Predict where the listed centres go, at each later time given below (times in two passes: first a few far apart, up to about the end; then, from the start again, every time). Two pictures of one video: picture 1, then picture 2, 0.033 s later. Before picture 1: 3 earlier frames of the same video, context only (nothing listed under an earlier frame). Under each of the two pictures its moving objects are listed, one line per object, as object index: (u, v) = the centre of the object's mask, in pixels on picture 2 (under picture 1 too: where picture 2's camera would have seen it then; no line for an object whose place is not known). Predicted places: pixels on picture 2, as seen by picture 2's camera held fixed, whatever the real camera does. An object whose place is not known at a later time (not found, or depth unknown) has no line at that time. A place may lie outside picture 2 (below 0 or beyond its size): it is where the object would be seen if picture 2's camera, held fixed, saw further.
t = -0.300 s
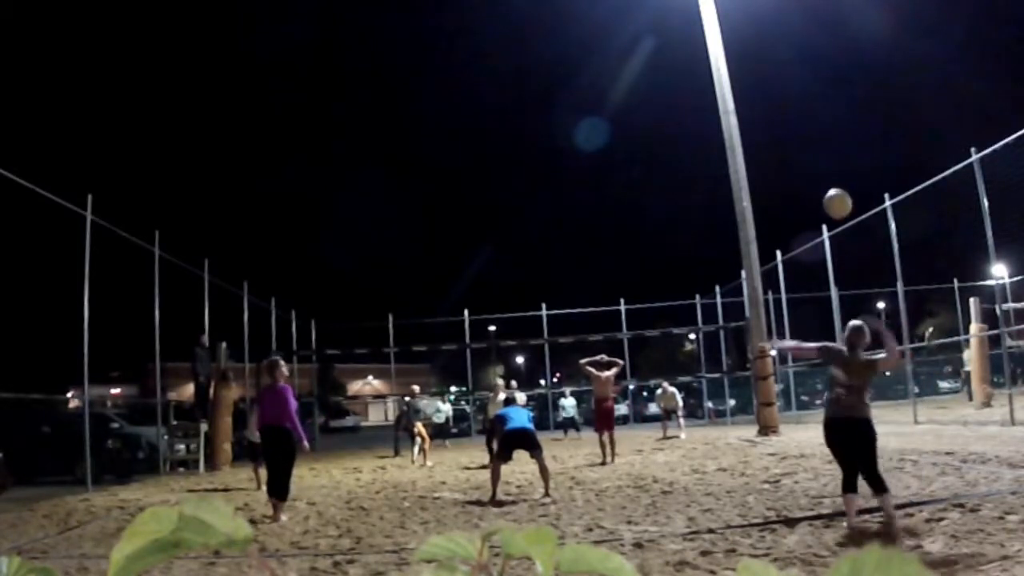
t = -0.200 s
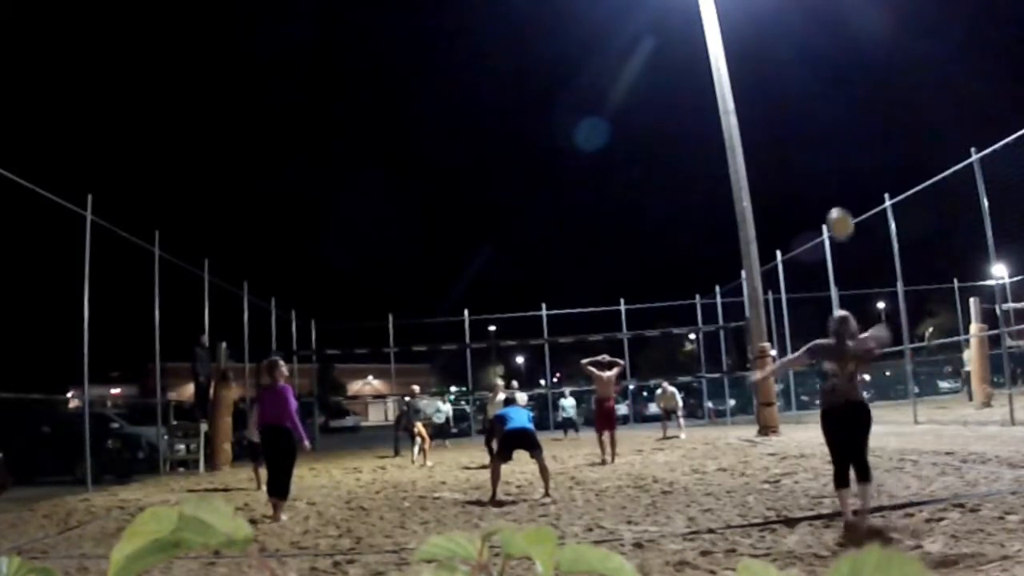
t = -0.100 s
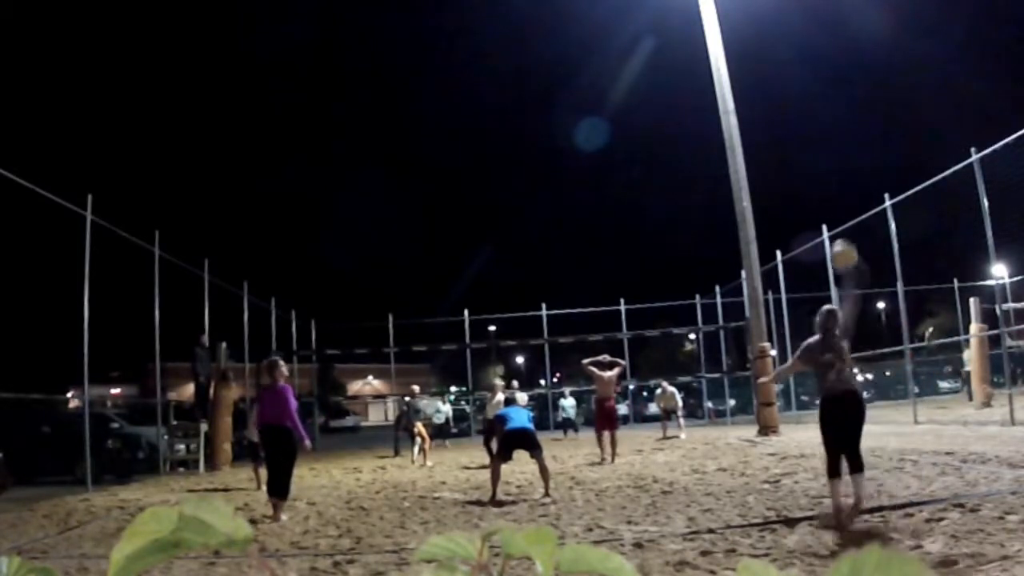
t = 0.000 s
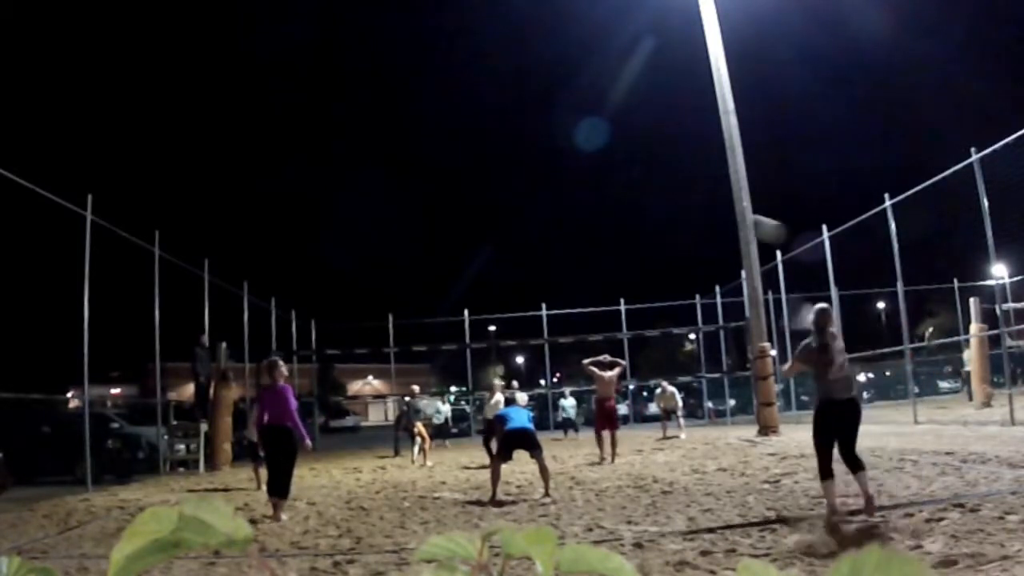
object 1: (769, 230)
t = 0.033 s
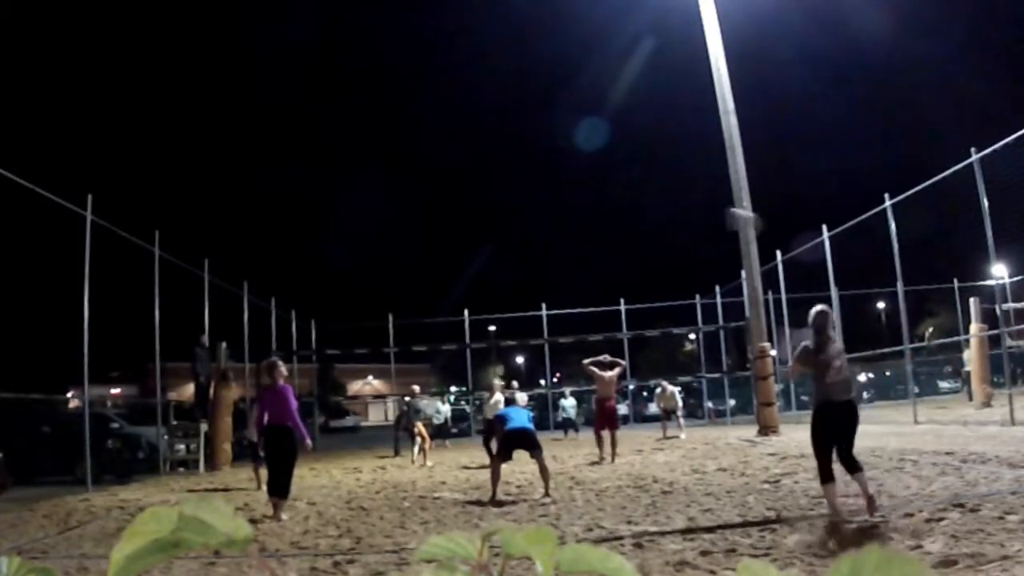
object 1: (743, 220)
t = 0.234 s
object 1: (646, 204)
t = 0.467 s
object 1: (580, 220)
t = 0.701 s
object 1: (541, 257)
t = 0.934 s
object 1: (516, 307)
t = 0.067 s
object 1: (722, 215)
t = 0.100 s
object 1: (704, 211)
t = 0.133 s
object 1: (688, 208)
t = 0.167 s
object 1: (672, 206)
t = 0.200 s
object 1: (659, 205)
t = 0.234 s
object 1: (646, 204)
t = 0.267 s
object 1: (635, 204)
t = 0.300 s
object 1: (624, 206)
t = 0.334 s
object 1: (614, 208)
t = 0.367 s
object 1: (604, 210)
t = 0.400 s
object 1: (595, 213)
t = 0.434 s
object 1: (588, 216)
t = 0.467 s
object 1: (580, 220)
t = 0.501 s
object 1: (573, 224)
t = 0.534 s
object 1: (567, 229)
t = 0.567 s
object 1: (561, 234)
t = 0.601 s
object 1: (556, 239)
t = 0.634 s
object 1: (551, 244)
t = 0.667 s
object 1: (546, 250)
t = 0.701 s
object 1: (541, 257)
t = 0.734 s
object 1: (537, 263)
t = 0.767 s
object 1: (533, 270)
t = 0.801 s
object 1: (529, 278)
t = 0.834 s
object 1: (526, 285)
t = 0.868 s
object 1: (522, 293)
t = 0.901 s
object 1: (519, 300)
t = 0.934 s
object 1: (516, 307)
